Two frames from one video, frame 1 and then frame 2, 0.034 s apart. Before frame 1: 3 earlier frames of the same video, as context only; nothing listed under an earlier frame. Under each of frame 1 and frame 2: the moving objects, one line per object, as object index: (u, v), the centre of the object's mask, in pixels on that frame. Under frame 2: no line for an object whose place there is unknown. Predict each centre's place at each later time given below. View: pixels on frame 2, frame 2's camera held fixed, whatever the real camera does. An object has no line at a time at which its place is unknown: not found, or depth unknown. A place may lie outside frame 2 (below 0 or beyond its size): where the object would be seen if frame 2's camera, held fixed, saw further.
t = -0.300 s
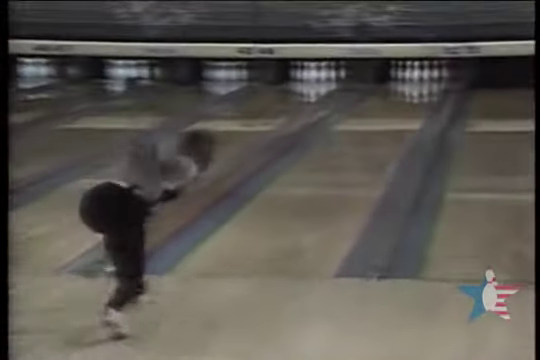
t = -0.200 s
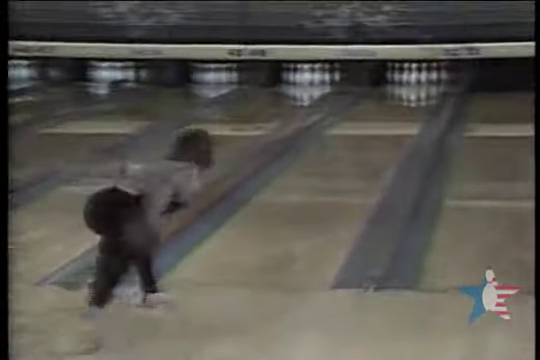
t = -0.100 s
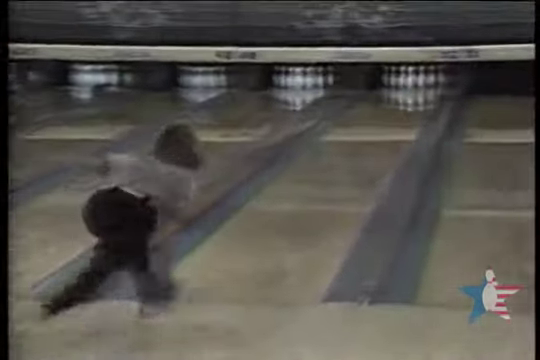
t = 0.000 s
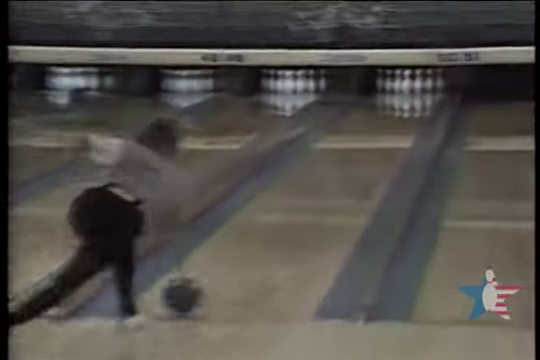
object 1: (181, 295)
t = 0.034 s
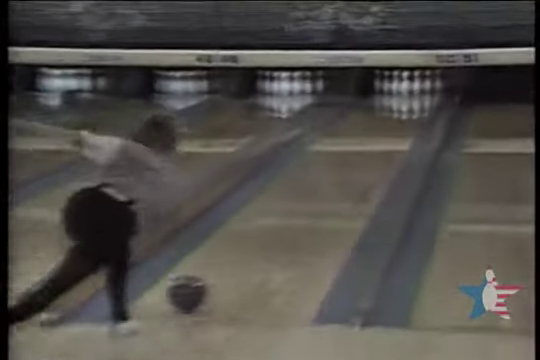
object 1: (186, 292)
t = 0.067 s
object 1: (197, 286)
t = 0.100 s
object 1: (207, 279)
